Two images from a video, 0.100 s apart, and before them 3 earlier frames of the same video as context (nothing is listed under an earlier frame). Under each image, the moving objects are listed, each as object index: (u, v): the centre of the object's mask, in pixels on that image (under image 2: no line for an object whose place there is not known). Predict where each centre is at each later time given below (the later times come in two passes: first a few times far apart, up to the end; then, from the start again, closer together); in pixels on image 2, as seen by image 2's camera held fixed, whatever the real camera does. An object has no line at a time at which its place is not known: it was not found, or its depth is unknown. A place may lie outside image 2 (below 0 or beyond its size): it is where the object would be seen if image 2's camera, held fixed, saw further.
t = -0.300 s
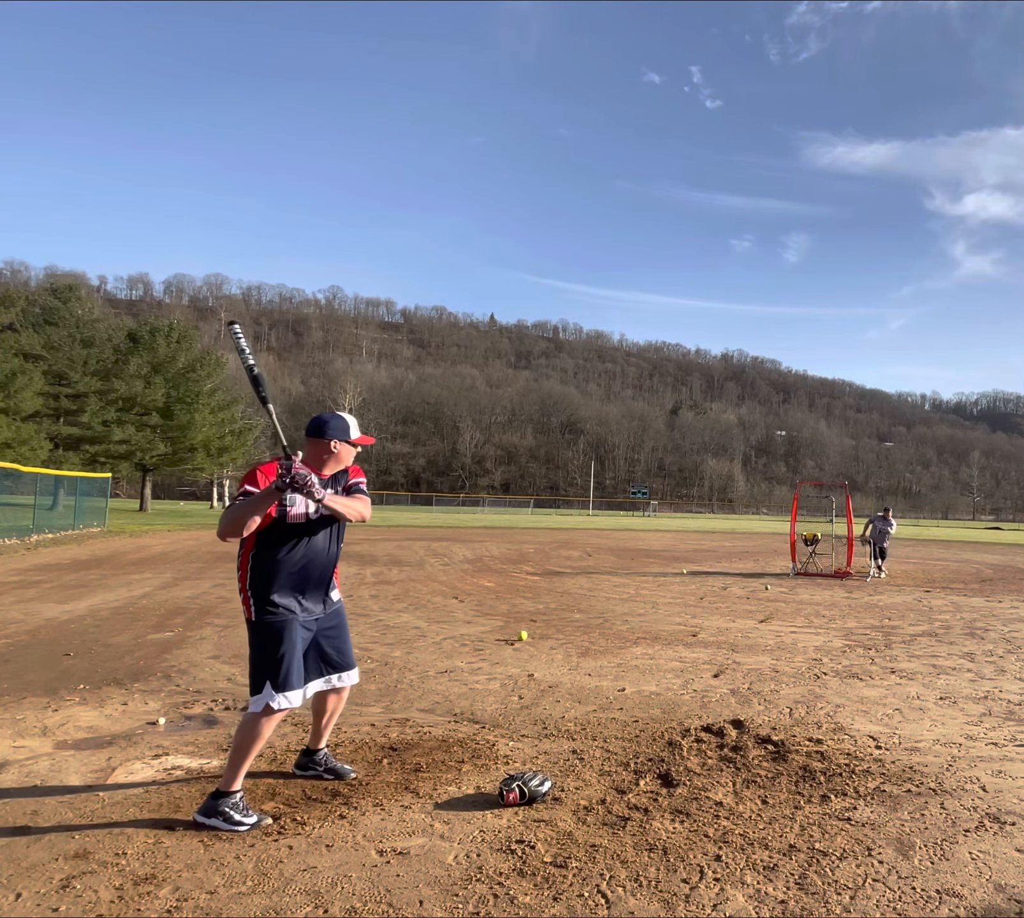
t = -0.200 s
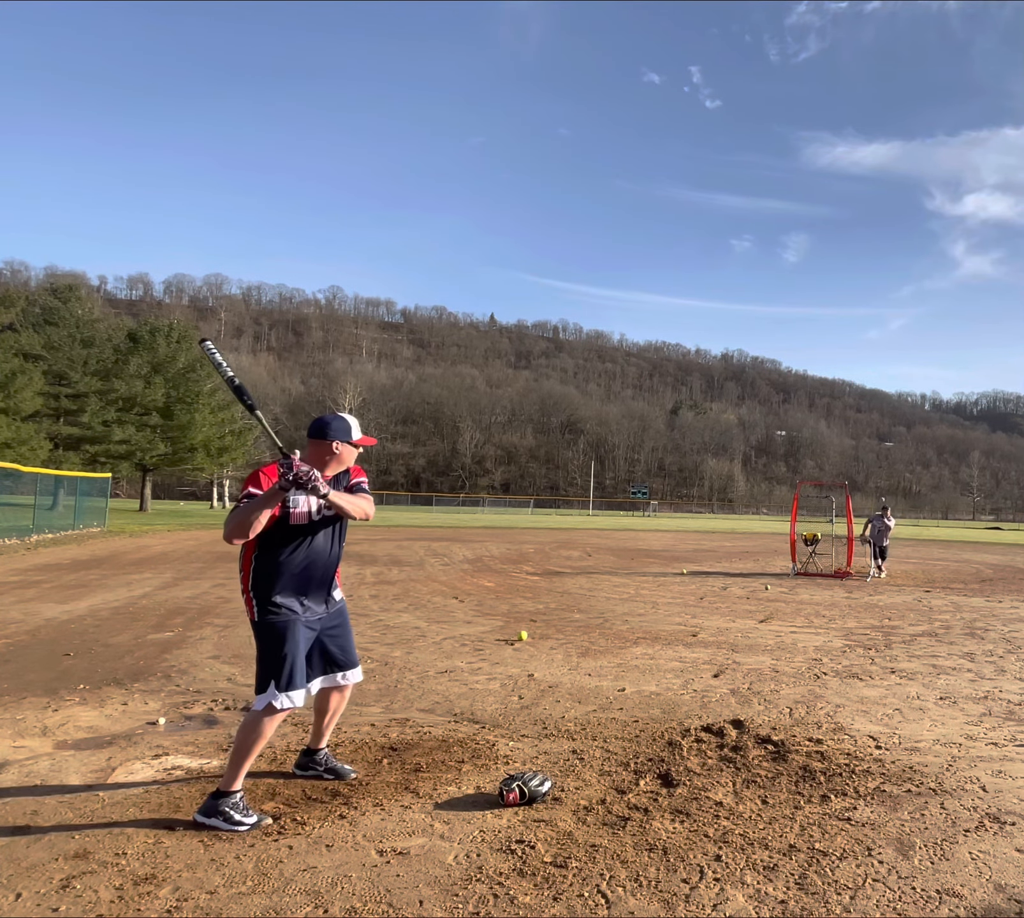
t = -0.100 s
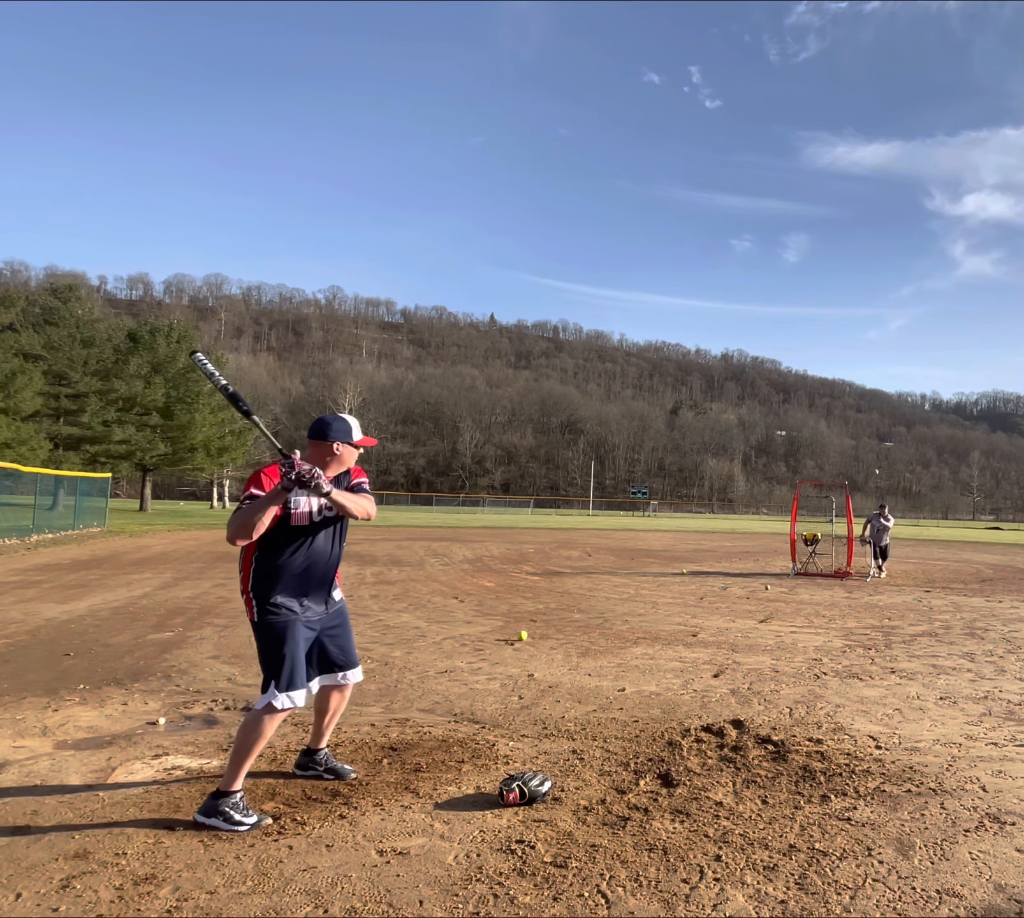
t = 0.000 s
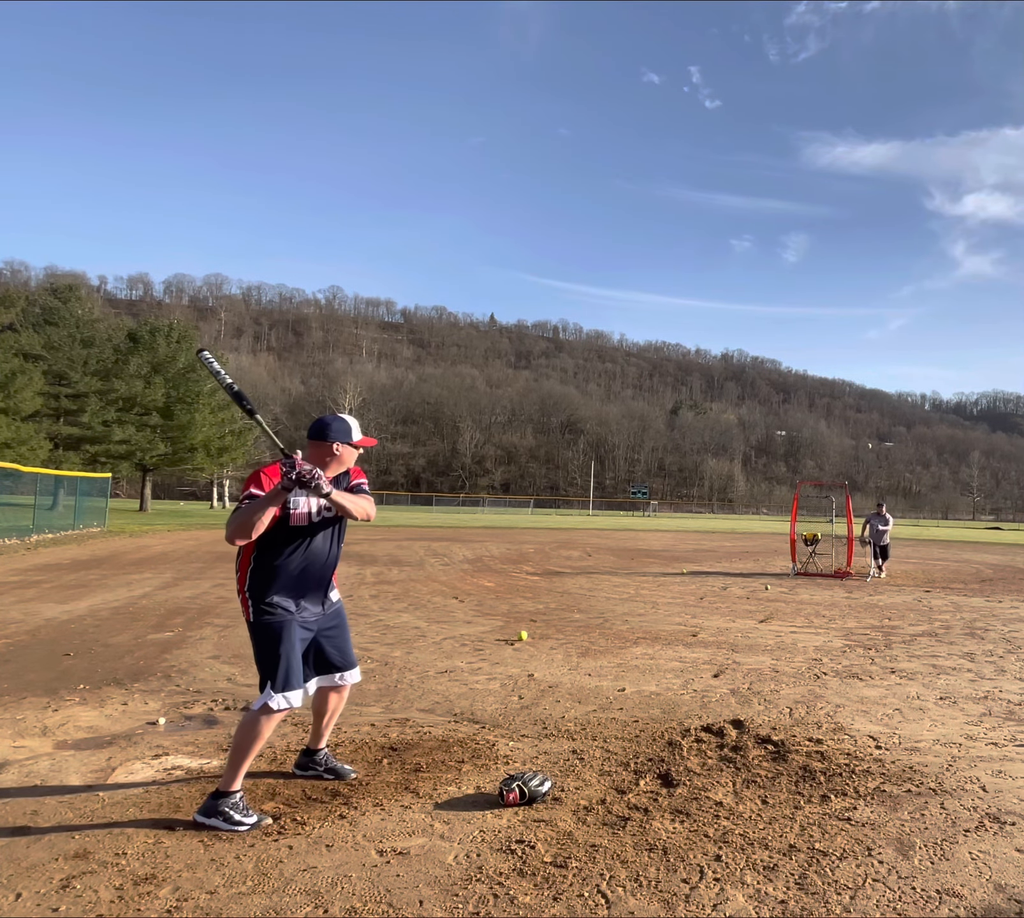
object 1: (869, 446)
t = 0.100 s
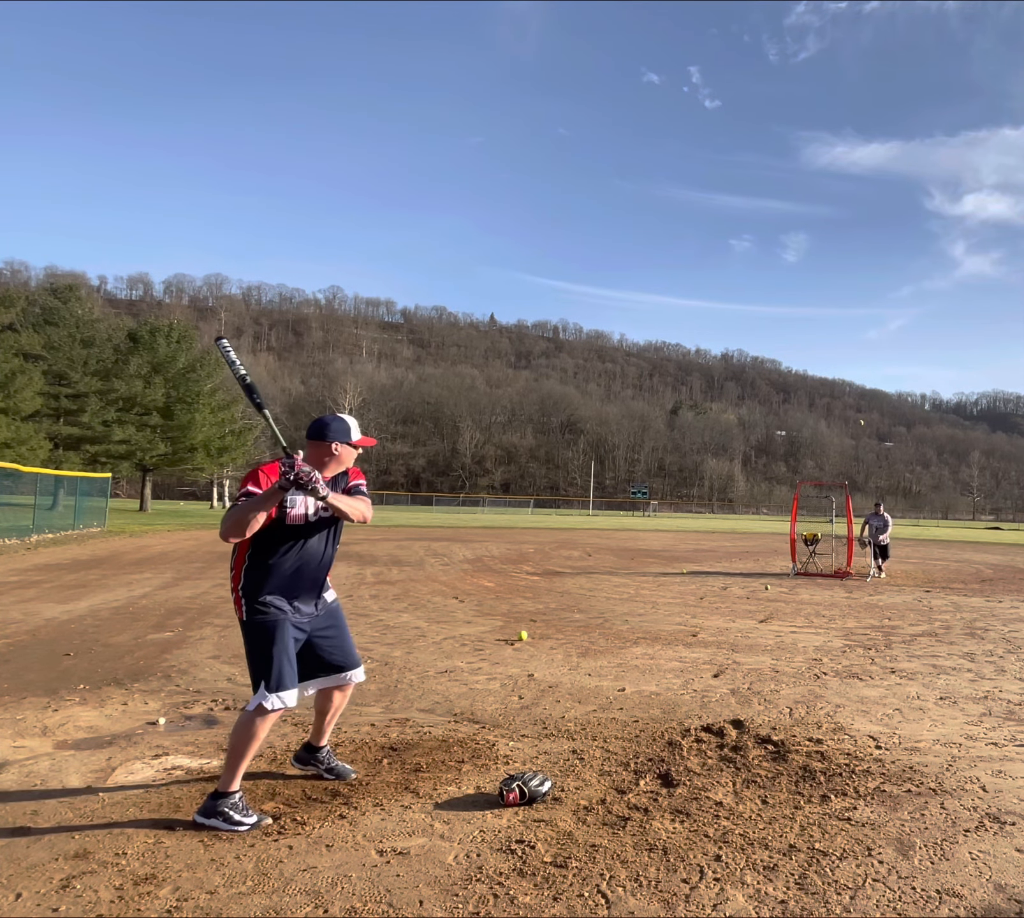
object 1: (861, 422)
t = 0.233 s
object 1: (848, 396)
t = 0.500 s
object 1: (811, 367)
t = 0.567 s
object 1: (800, 367)
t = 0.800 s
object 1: (742, 402)
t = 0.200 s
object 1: (852, 402)
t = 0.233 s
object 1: (848, 396)
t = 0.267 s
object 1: (845, 390)
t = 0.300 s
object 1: (841, 385)
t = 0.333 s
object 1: (838, 381)
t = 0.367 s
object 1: (831, 377)
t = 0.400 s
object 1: (827, 374)
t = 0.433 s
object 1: (822, 371)
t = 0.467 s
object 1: (817, 368)
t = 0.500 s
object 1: (811, 367)
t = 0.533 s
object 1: (806, 367)
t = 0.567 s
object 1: (800, 367)
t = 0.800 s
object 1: (742, 402)
